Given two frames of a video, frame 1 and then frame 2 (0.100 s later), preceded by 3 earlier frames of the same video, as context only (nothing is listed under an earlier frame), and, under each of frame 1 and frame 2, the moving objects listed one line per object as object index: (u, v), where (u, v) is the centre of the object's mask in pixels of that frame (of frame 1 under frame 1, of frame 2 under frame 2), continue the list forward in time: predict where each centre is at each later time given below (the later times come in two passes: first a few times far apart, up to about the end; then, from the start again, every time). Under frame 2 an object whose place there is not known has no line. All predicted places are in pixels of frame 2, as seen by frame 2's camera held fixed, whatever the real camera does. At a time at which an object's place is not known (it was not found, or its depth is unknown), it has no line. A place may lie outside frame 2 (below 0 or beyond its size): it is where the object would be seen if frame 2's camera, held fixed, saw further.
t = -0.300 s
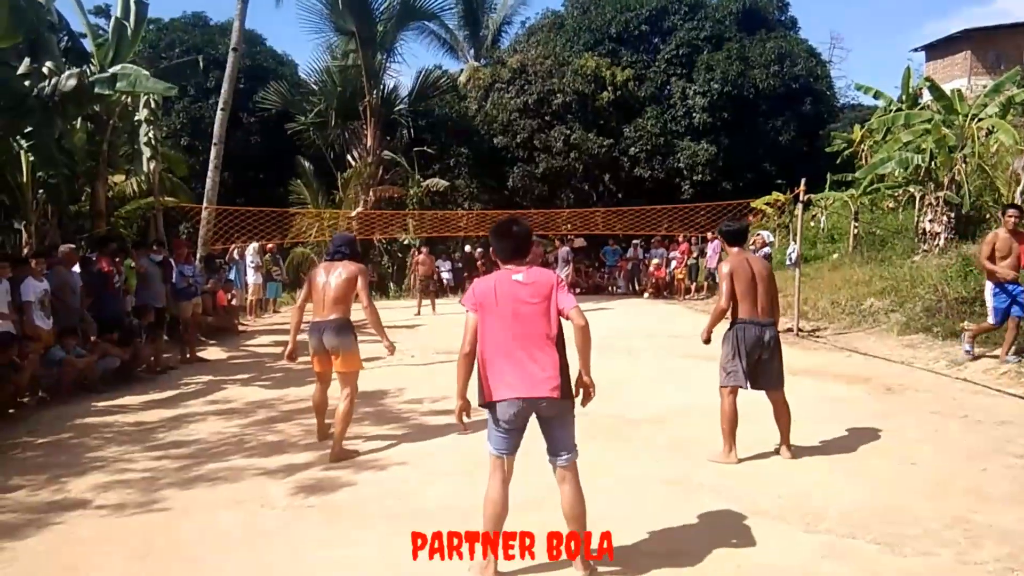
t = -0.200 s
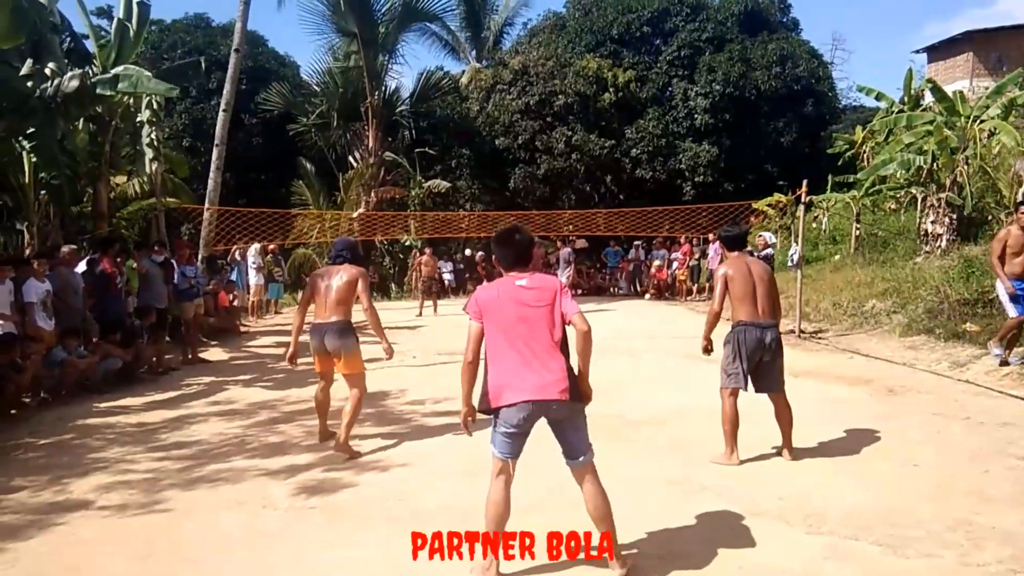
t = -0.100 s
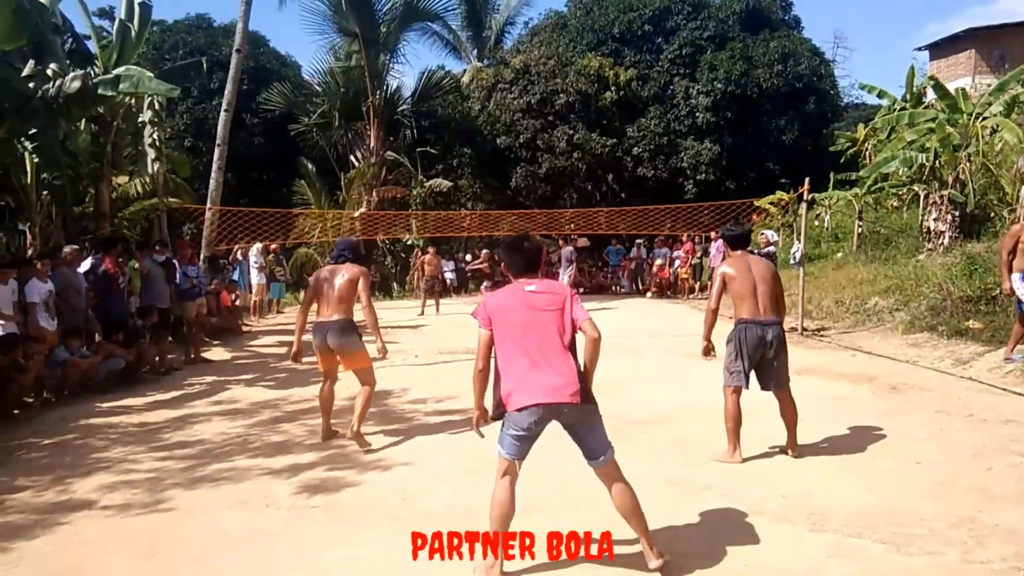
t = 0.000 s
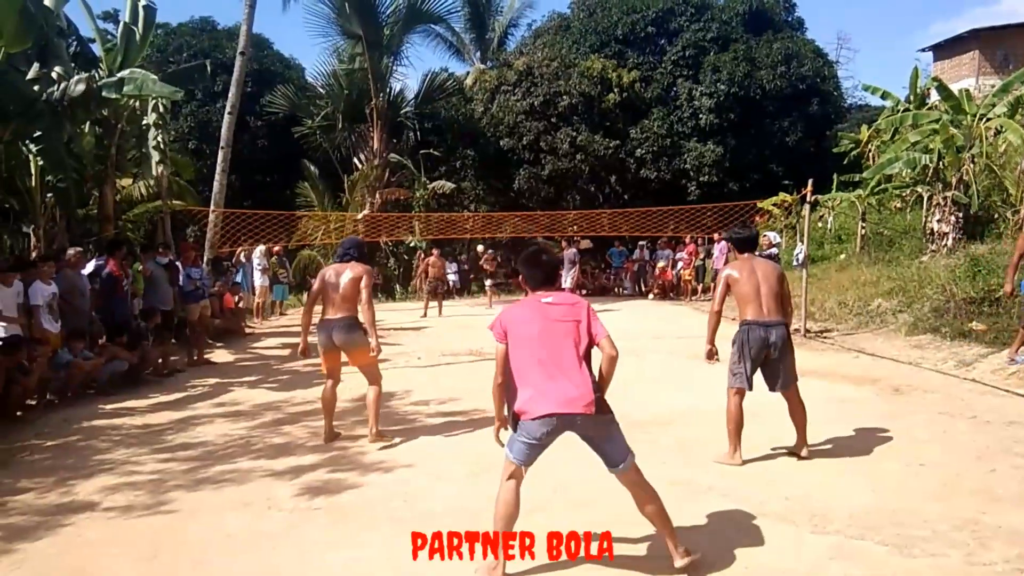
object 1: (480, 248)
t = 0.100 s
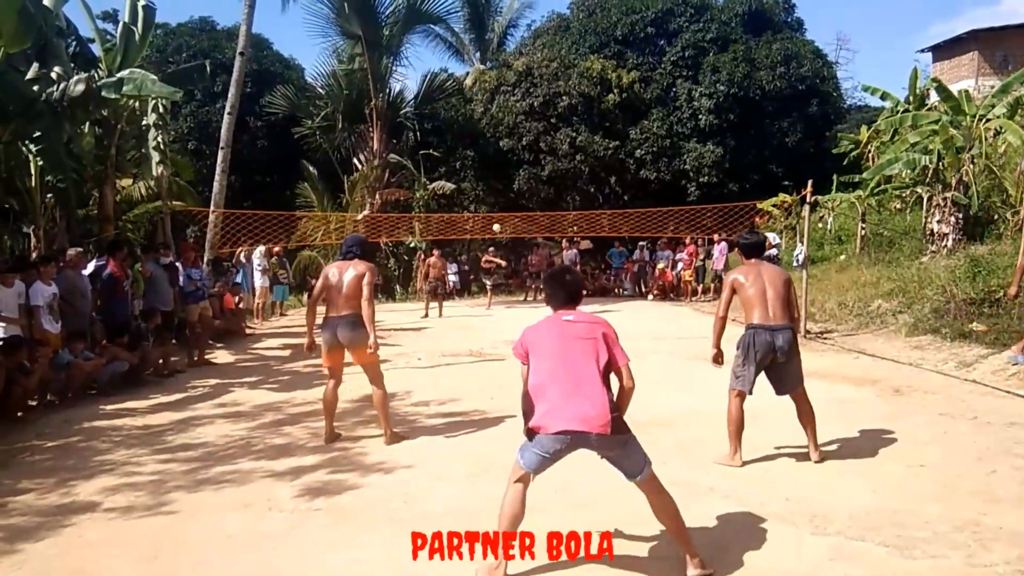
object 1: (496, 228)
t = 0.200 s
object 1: (515, 208)
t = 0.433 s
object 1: (565, 168)
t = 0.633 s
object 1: (628, 149)
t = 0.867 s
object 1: (746, 169)
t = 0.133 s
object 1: (502, 221)
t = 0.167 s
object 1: (508, 215)
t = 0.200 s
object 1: (515, 208)
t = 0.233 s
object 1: (521, 202)
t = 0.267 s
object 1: (528, 196)
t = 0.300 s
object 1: (534, 190)
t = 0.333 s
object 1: (542, 184)
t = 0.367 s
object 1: (549, 178)
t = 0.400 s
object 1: (557, 173)
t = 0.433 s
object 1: (565, 168)
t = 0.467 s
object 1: (574, 163)
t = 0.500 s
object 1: (584, 159)
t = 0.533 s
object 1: (594, 156)
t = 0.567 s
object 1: (605, 153)
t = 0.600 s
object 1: (616, 151)
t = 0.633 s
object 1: (628, 149)
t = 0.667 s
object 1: (641, 149)
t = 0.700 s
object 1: (655, 149)
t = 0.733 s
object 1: (670, 150)
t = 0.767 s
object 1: (687, 152)
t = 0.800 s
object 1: (705, 156)
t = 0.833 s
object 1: (724, 162)
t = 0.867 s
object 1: (746, 169)
